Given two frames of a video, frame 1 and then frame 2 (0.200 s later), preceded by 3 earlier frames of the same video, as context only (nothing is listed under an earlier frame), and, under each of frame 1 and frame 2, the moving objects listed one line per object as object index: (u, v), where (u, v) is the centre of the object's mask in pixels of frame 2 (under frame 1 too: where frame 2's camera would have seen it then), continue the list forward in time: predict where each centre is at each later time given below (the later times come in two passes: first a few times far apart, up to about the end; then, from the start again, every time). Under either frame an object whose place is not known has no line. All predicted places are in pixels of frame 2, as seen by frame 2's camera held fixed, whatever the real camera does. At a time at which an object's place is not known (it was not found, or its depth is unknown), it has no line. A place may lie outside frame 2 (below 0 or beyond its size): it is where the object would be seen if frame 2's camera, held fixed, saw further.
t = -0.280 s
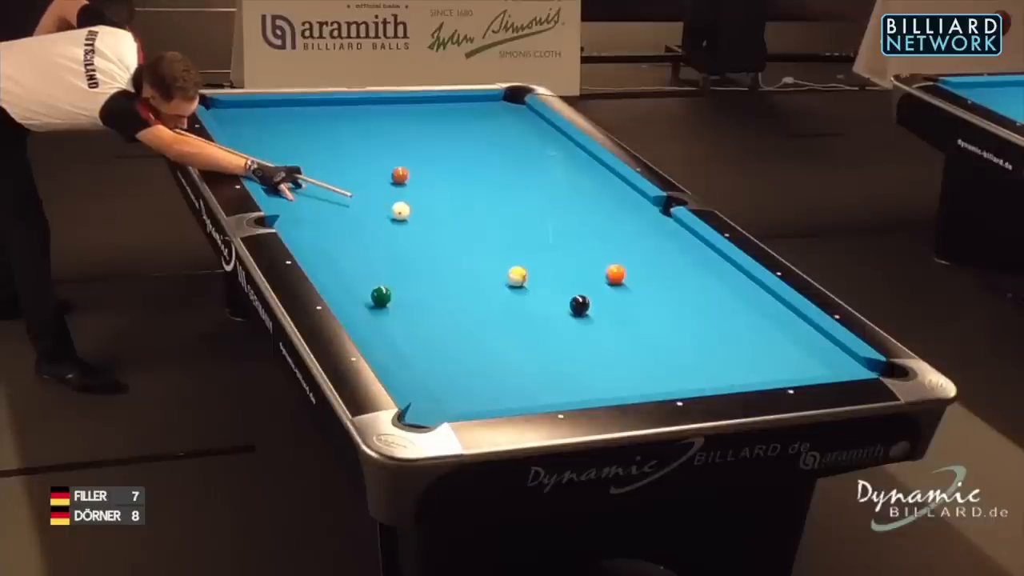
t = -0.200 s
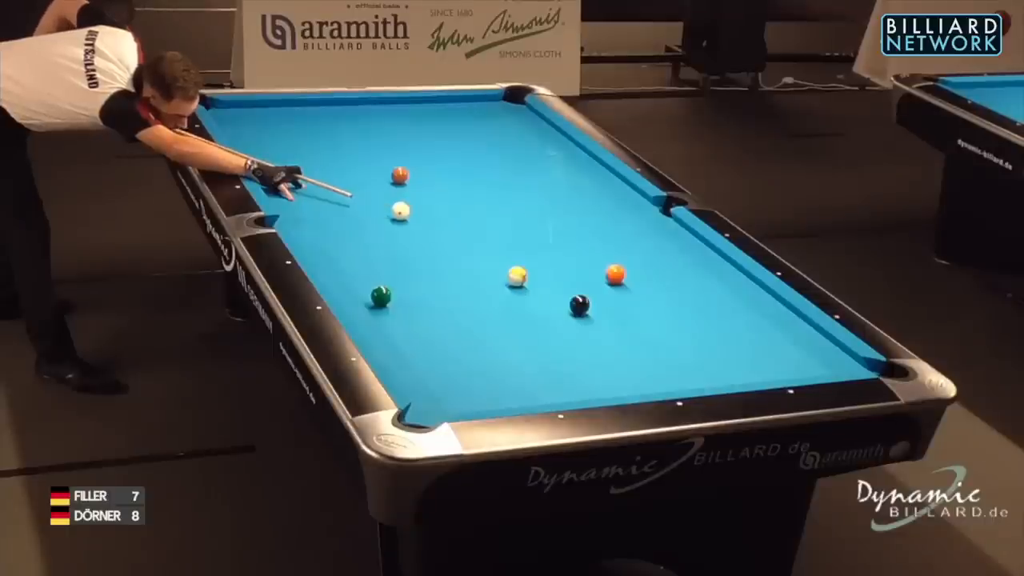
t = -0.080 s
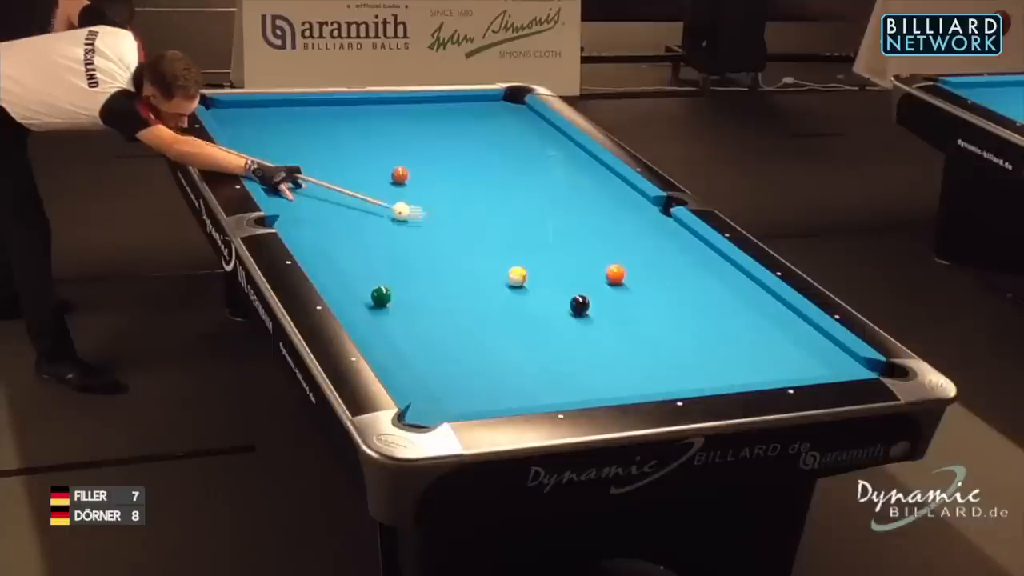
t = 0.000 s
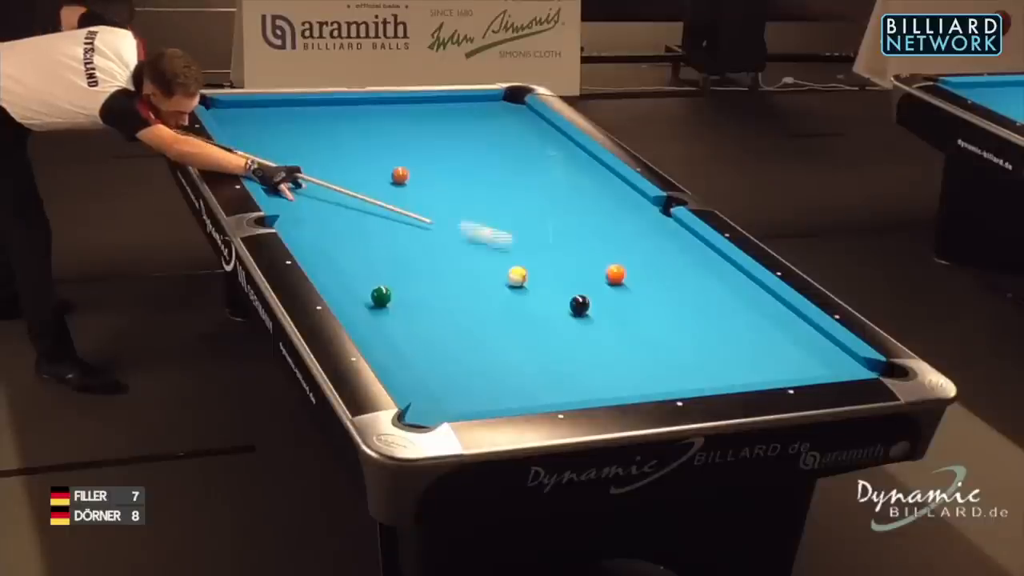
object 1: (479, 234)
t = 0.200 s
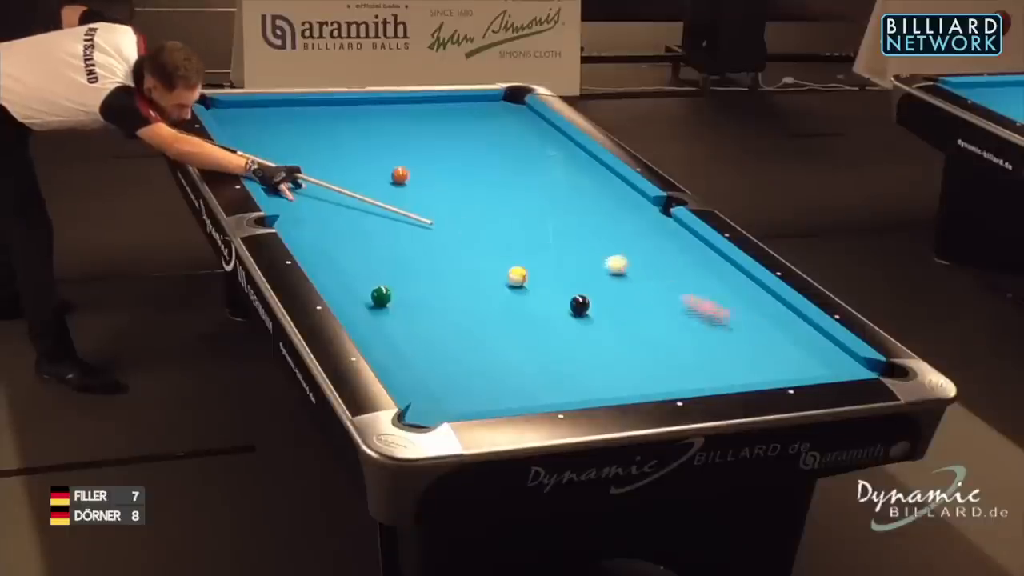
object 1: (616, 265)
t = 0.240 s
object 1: (623, 263)
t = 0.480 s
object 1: (663, 259)
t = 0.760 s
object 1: (706, 254)
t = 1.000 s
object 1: (693, 250)
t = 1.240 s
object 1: (665, 245)
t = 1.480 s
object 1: (638, 240)
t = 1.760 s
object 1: (609, 236)
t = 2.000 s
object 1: (586, 231)
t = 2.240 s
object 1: (564, 228)
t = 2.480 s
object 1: (545, 224)
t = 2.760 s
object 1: (523, 221)
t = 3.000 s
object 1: (506, 218)
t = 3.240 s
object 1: (490, 215)
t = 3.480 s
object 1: (477, 213)
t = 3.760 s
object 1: (462, 210)
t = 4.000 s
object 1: (451, 208)
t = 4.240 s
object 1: (441, 207)
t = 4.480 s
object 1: (433, 206)
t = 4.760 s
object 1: (425, 204)
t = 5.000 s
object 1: (421, 204)
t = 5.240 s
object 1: (417, 203)
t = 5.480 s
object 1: (415, 202)
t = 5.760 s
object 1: (414, 203)
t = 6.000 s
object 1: (414, 203)
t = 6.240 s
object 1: (414, 203)
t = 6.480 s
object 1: (414, 203)
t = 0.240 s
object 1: (623, 263)
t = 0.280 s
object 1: (630, 262)
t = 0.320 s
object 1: (637, 262)
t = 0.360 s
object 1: (643, 261)
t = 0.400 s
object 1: (650, 260)
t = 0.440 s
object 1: (656, 260)
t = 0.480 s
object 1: (663, 259)
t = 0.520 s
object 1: (669, 258)
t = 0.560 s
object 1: (675, 258)
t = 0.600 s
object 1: (681, 257)
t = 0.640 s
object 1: (688, 256)
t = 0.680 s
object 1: (693, 256)
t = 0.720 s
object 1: (700, 255)
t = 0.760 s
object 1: (706, 254)
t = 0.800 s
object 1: (712, 253)
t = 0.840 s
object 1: (713, 253)
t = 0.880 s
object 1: (708, 252)
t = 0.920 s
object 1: (704, 251)
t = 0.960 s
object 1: (698, 250)
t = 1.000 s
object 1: (693, 250)
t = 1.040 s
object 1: (688, 249)
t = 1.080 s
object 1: (683, 248)
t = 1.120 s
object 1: (679, 247)
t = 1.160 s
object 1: (674, 247)
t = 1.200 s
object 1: (669, 246)
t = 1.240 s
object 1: (665, 245)
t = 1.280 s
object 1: (660, 244)
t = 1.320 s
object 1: (656, 243)
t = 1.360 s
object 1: (651, 243)
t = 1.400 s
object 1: (646, 242)
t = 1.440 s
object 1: (642, 241)
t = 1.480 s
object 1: (638, 240)
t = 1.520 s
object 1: (634, 240)
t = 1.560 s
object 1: (629, 239)
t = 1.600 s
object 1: (626, 238)
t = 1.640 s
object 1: (621, 238)
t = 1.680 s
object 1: (617, 237)
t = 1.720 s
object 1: (613, 236)
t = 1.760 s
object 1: (609, 236)
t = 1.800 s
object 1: (605, 235)
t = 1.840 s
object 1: (601, 234)
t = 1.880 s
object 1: (597, 233)
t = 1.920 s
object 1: (594, 233)
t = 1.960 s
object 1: (590, 232)
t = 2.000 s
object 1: (586, 231)
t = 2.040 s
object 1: (582, 231)
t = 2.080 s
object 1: (579, 230)
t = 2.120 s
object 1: (575, 229)
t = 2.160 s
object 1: (572, 229)
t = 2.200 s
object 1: (568, 229)
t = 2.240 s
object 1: (564, 228)
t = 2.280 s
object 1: (561, 227)
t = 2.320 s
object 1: (558, 227)
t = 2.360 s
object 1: (554, 226)
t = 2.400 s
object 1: (551, 226)
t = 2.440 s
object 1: (548, 225)
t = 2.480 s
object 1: (545, 224)
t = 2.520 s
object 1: (541, 224)
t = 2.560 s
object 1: (538, 223)
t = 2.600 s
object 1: (535, 223)
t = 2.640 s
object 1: (532, 222)
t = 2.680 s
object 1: (529, 222)
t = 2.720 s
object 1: (526, 222)
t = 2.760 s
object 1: (523, 221)
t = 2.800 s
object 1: (520, 220)
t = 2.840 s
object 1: (517, 220)
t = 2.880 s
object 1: (514, 219)
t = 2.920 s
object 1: (511, 219)
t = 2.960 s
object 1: (509, 218)
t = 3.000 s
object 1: (506, 218)
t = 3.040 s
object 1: (503, 217)
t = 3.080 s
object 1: (501, 217)
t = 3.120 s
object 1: (498, 216)
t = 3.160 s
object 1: (496, 216)
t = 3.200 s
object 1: (493, 216)
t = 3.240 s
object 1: (490, 215)
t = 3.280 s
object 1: (488, 215)
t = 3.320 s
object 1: (486, 214)
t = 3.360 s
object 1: (483, 214)
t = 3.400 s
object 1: (481, 213)
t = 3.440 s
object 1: (478, 213)
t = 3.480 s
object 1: (477, 213)
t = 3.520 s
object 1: (474, 212)
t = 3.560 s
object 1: (472, 212)
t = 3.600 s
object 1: (470, 212)
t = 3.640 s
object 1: (468, 211)
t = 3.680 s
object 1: (466, 211)
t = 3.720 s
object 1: (464, 211)
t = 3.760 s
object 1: (462, 210)
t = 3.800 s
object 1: (460, 210)
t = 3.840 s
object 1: (458, 210)
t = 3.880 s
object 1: (456, 209)
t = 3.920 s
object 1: (454, 209)
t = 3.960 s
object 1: (452, 209)
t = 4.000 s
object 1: (451, 208)
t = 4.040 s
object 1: (449, 208)
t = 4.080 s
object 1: (447, 208)
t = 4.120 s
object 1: (446, 208)
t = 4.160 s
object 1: (444, 207)
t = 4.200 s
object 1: (443, 207)
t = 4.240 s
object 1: (441, 207)
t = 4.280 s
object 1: (440, 207)
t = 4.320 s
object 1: (438, 207)
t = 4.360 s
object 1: (437, 206)
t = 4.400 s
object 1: (436, 206)
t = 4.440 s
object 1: (434, 206)
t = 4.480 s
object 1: (433, 206)
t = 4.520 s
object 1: (432, 205)
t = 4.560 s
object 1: (431, 205)
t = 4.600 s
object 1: (430, 205)
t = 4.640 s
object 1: (429, 205)
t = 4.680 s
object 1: (427, 205)
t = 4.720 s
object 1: (426, 204)
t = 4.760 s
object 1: (425, 204)
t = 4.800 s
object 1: (425, 204)
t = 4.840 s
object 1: (424, 204)
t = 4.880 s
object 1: (423, 204)
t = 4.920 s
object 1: (422, 204)
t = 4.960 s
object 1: (421, 204)
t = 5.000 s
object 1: (421, 204)
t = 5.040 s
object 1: (420, 204)
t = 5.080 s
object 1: (419, 204)
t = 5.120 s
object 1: (418, 203)
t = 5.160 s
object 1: (418, 203)
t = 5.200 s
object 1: (417, 203)
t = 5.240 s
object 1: (417, 203)
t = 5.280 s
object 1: (416, 203)
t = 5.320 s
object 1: (416, 203)
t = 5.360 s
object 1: (416, 203)
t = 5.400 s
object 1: (415, 203)
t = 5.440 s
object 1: (415, 203)
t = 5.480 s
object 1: (415, 202)
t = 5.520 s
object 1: (414, 203)
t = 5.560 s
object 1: (414, 203)
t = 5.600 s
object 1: (414, 203)
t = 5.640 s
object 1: (414, 203)
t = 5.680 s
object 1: (414, 203)
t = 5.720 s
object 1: (414, 203)
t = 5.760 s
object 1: (414, 203)
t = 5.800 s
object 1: (414, 203)
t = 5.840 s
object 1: (414, 203)
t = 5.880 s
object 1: (414, 202)
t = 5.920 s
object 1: (414, 203)
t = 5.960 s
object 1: (414, 203)
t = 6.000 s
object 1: (414, 203)
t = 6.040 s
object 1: (414, 203)
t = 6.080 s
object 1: (414, 202)
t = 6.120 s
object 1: (414, 203)
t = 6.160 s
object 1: (414, 203)
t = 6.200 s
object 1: (414, 203)
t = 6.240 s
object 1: (414, 203)
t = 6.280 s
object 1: (414, 203)
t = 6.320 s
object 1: (414, 203)
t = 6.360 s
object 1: (414, 203)
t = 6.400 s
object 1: (414, 203)
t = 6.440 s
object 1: (414, 203)
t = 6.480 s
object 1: (414, 203)
